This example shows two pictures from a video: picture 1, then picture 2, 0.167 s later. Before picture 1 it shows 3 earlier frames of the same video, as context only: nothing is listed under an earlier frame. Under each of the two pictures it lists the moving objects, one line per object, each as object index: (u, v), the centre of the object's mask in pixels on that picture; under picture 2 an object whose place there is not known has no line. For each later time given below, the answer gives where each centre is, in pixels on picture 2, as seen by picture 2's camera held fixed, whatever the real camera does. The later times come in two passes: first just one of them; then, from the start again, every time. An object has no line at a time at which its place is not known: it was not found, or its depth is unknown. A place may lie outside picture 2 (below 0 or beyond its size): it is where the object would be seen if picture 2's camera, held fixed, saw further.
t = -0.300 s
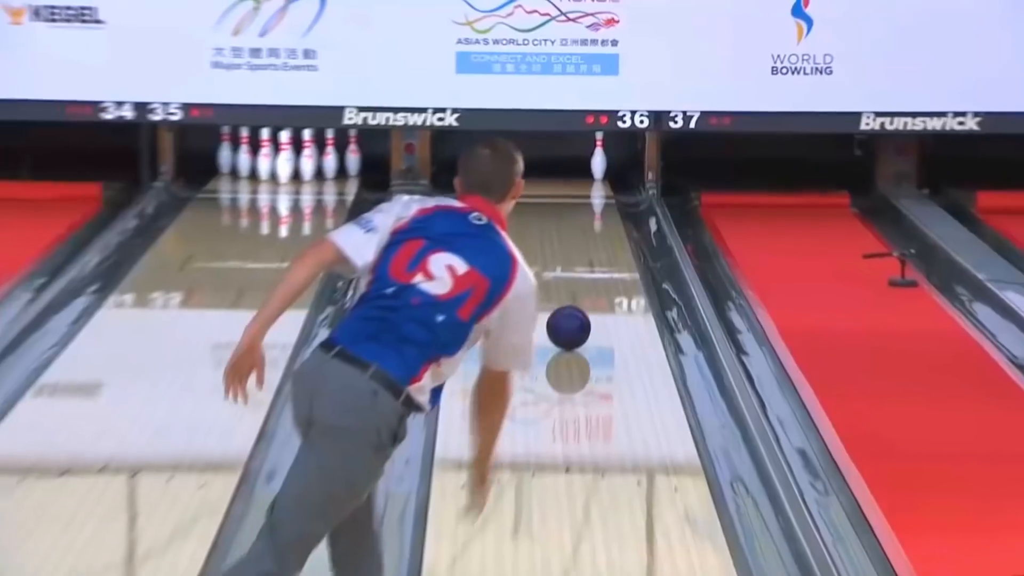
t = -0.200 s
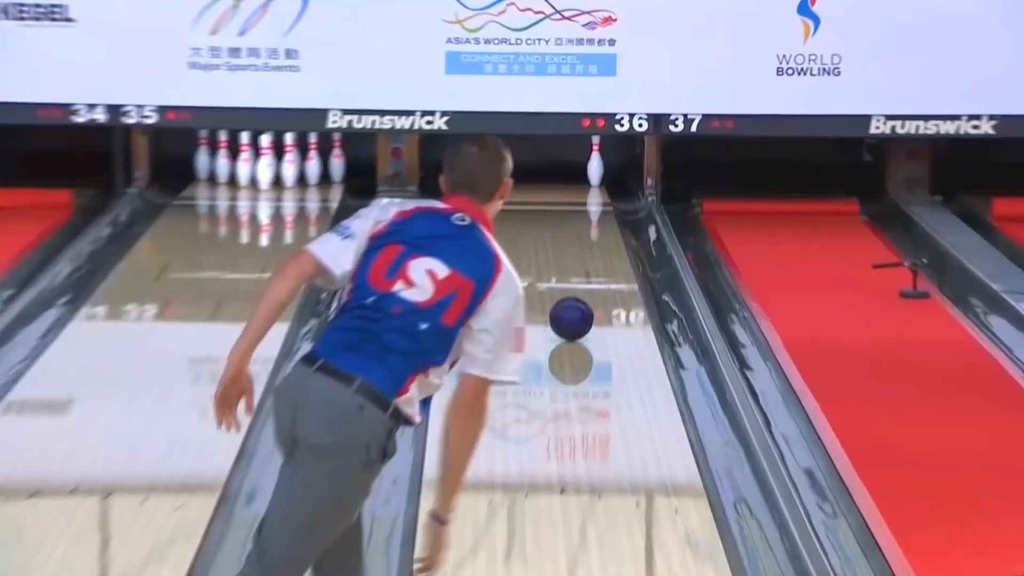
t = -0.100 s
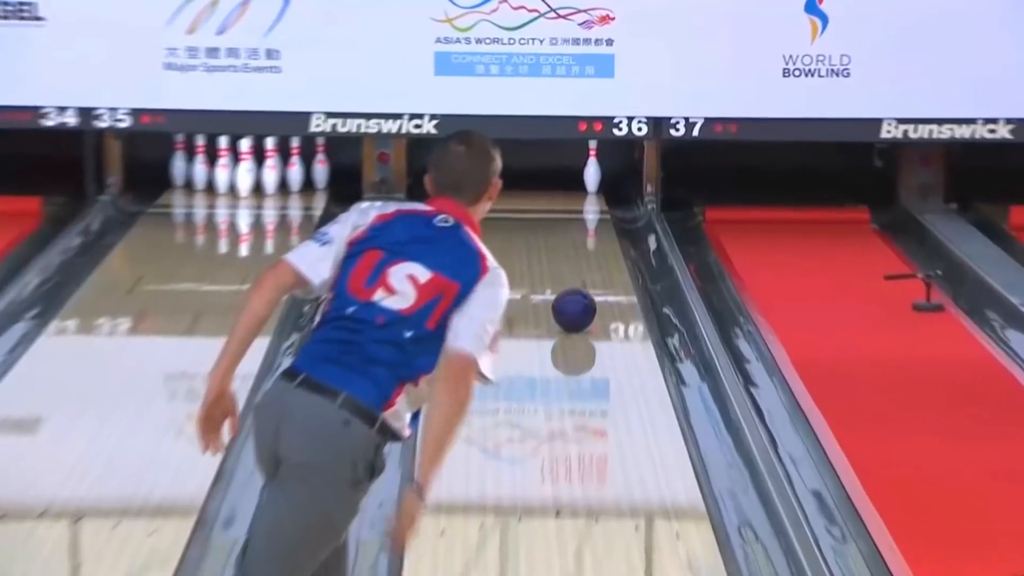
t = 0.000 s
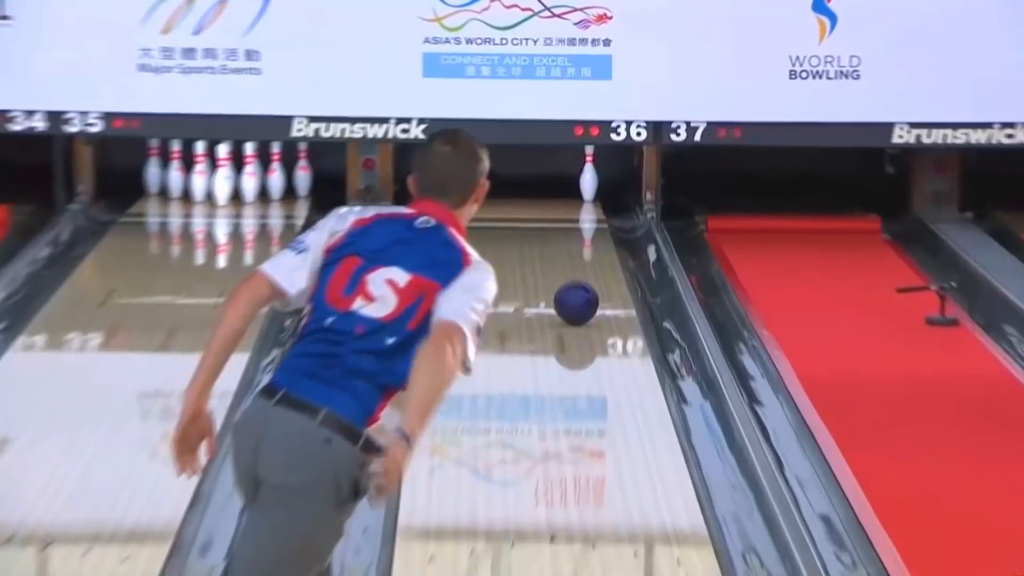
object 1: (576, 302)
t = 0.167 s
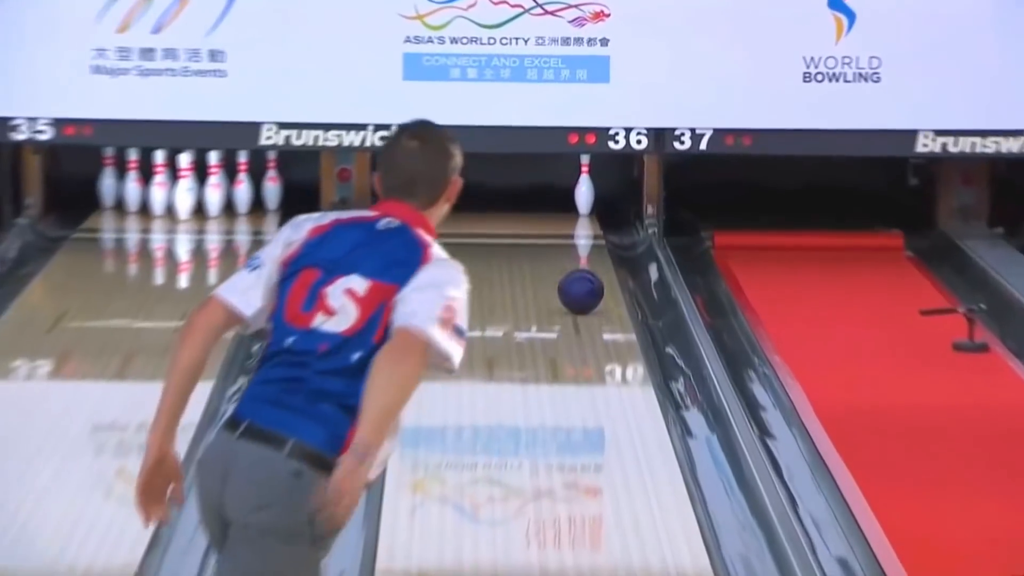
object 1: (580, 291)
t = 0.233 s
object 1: (584, 279)
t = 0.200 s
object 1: (582, 284)
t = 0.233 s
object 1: (584, 279)
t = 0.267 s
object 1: (585, 273)
